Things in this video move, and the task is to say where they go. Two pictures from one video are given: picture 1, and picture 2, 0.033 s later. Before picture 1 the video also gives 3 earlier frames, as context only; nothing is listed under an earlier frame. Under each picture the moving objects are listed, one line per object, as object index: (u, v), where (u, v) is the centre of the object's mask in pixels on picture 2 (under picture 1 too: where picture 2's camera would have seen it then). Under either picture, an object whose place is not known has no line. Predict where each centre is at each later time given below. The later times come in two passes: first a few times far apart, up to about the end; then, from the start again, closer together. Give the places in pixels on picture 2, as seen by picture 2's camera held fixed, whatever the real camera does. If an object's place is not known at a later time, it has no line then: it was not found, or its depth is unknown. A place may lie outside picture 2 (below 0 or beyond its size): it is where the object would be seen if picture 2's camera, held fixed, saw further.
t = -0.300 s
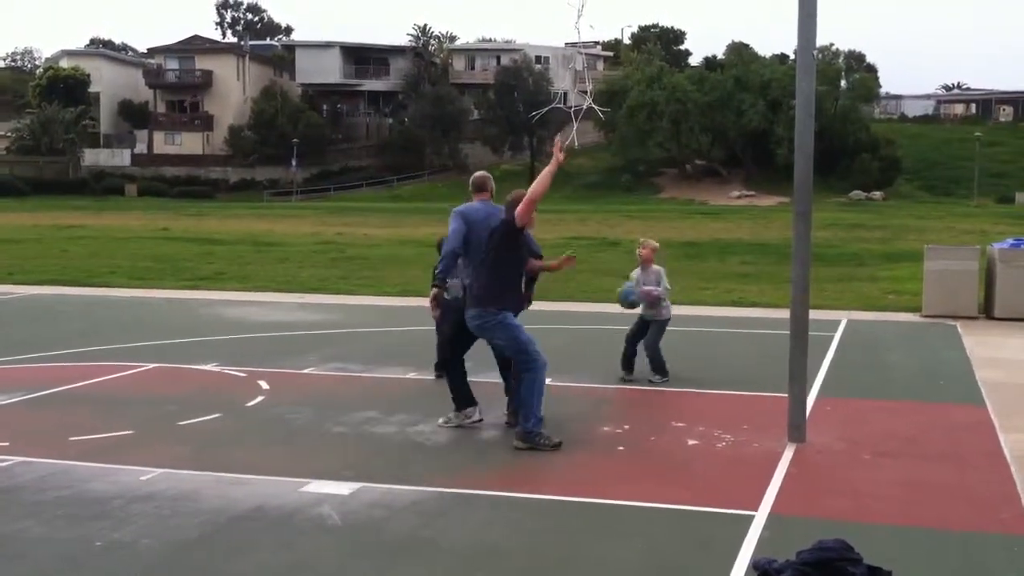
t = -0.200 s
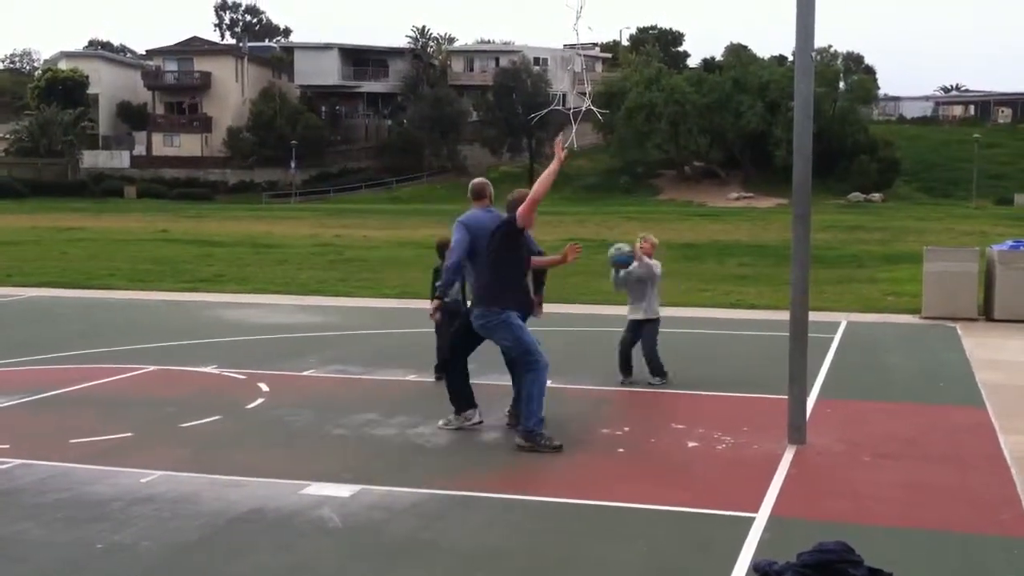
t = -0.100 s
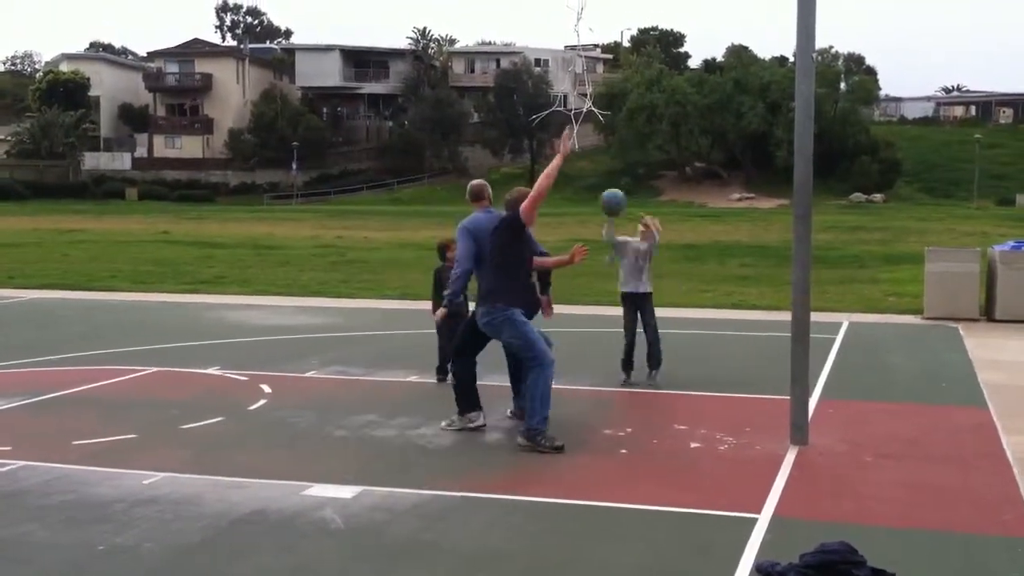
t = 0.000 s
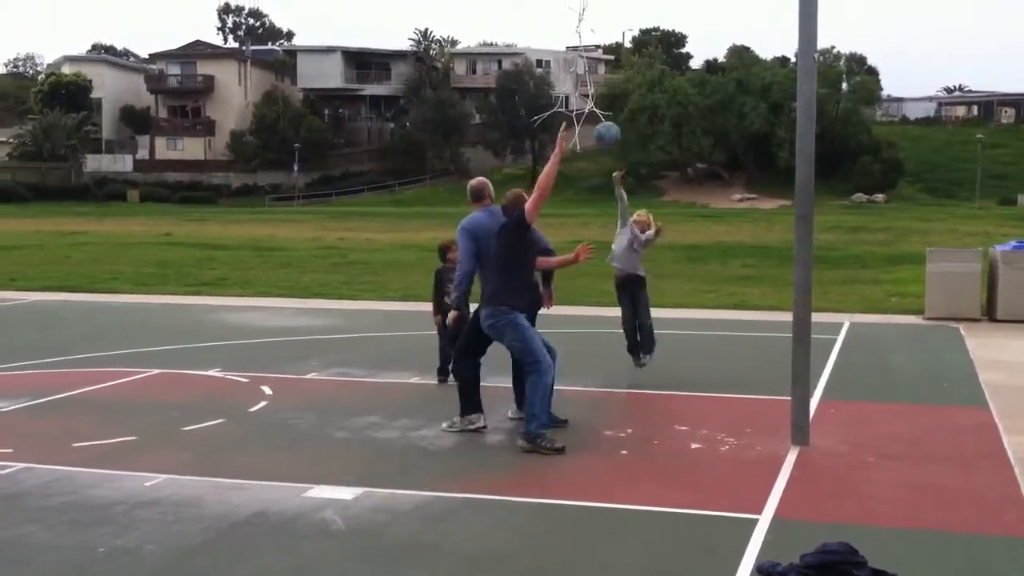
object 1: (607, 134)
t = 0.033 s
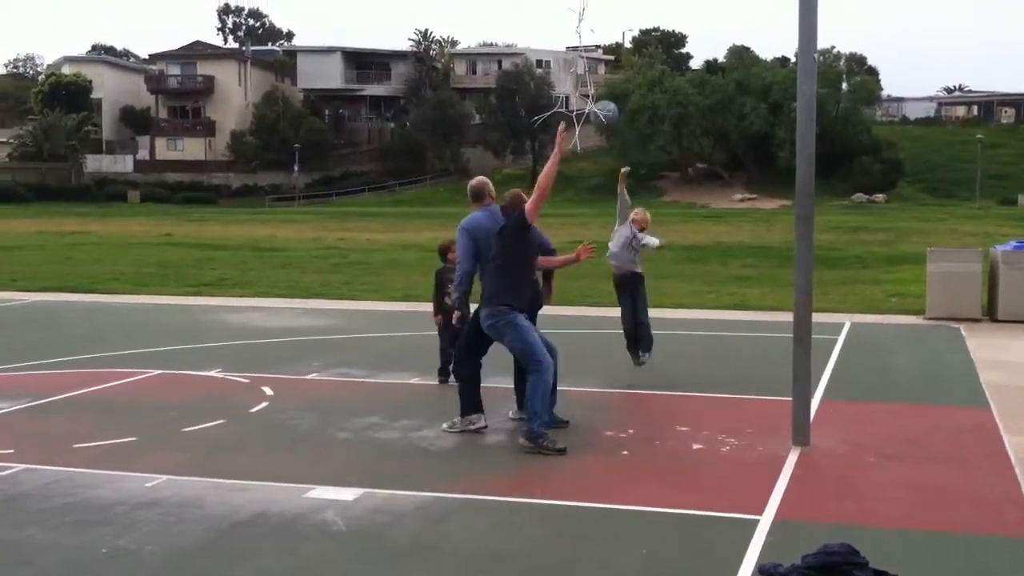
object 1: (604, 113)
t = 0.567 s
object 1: (547, -72)
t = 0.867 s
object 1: (515, -75)
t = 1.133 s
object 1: (487, -44)
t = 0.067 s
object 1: (605, 92)
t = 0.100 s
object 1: (601, 73)
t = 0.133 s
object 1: (599, 54)
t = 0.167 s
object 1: (591, 34)
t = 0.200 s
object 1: (587, 16)
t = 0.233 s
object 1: (588, -1)
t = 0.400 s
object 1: (572, -56)
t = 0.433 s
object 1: (565, -62)
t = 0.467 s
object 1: (559, -66)
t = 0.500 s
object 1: (555, -70)
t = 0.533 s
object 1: (552, -73)
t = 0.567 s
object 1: (547, -72)
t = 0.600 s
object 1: (544, -70)
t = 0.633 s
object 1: (541, -68)
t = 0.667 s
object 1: (537, -63)
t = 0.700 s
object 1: (531, -57)
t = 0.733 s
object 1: (526, -50)
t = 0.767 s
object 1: (522, -57)
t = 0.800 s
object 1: (520, -65)
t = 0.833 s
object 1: (517, -70)
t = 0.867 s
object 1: (515, -75)
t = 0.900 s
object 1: (511, -78)
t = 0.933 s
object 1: (506, -79)
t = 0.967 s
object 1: (503, -78)
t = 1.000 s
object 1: (500, -75)
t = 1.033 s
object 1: (498, -70)
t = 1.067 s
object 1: (495, -63)
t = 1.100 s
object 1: (490, -55)
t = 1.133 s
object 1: (487, -44)
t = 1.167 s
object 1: (486, -32)
